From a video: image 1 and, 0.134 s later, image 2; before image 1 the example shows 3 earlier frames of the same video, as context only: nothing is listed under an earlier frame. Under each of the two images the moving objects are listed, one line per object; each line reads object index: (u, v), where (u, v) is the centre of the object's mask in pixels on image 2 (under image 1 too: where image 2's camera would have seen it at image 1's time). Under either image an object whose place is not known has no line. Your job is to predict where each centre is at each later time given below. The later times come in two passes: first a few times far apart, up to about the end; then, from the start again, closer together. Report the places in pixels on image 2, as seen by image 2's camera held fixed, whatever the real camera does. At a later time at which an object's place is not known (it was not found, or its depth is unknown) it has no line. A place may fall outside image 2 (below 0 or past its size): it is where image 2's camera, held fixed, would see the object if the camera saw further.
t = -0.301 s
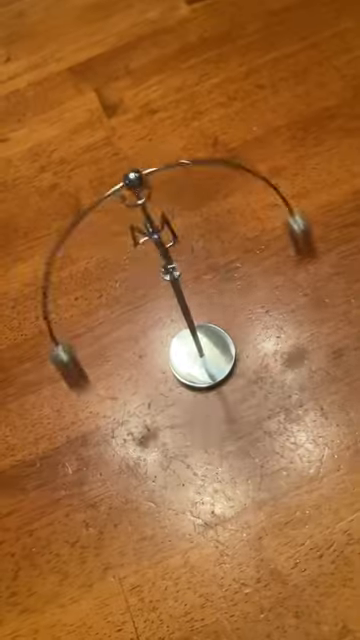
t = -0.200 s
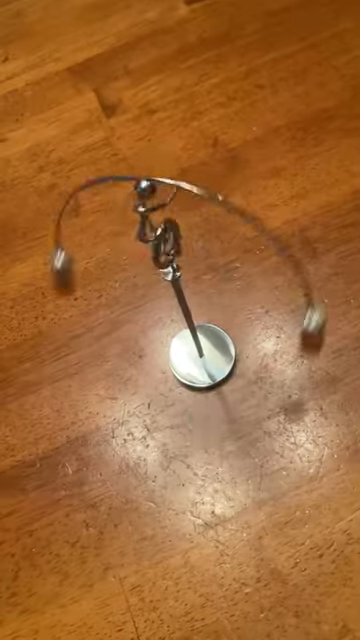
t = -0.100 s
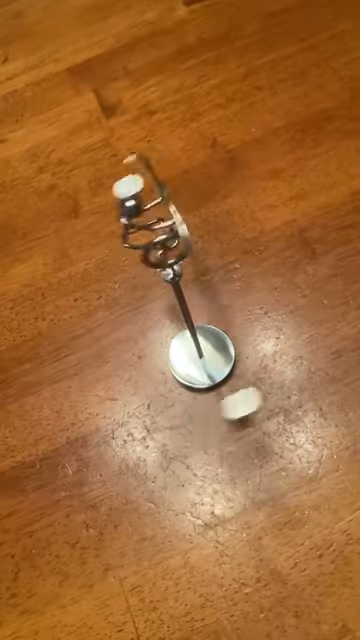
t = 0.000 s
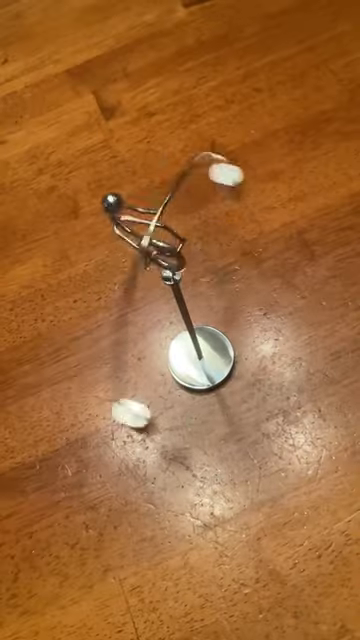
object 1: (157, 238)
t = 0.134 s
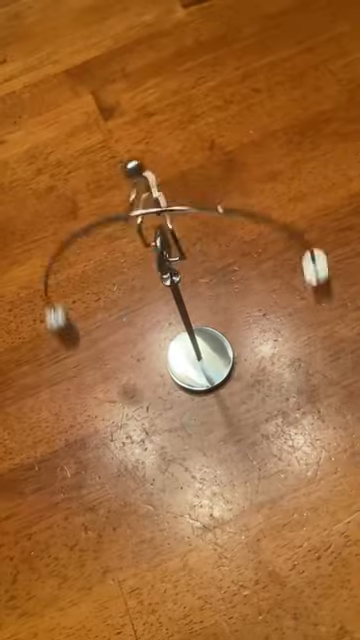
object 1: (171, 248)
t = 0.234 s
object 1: (177, 230)
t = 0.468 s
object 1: (181, 255)
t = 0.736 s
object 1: (161, 231)
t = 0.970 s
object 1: (149, 242)
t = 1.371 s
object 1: (176, 252)
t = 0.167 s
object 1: (175, 248)
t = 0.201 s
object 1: (181, 251)
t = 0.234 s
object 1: (177, 230)
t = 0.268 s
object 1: (185, 232)
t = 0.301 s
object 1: (189, 236)
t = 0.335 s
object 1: (188, 234)
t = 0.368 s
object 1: (194, 244)
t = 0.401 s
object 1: (189, 254)
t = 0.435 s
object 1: (176, 254)
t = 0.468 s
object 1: (181, 255)
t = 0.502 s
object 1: (163, 258)
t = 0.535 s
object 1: (155, 257)
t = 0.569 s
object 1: (168, 253)
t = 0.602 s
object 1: (162, 245)
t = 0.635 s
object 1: (149, 235)
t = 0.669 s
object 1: (149, 232)
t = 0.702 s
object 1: (155, 239)
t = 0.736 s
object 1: (161, 231)
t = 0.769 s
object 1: (163, 237)
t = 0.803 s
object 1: (166, 238)
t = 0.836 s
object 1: (155, 241)
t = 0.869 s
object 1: (160, 238)
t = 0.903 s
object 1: (166, 235)
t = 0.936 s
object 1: (170, 237)
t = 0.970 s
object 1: (149, 242)
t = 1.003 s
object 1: (152, 239)
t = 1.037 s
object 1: (151, 240)
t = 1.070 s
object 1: (152, 238)
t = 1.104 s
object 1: (154, 238)
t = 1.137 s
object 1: (154, 236)
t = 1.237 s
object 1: (157, 254)
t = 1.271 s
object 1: (159, 239)
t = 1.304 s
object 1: (168, 241)
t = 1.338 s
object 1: (175, 240)
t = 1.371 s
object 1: (176, 252)
